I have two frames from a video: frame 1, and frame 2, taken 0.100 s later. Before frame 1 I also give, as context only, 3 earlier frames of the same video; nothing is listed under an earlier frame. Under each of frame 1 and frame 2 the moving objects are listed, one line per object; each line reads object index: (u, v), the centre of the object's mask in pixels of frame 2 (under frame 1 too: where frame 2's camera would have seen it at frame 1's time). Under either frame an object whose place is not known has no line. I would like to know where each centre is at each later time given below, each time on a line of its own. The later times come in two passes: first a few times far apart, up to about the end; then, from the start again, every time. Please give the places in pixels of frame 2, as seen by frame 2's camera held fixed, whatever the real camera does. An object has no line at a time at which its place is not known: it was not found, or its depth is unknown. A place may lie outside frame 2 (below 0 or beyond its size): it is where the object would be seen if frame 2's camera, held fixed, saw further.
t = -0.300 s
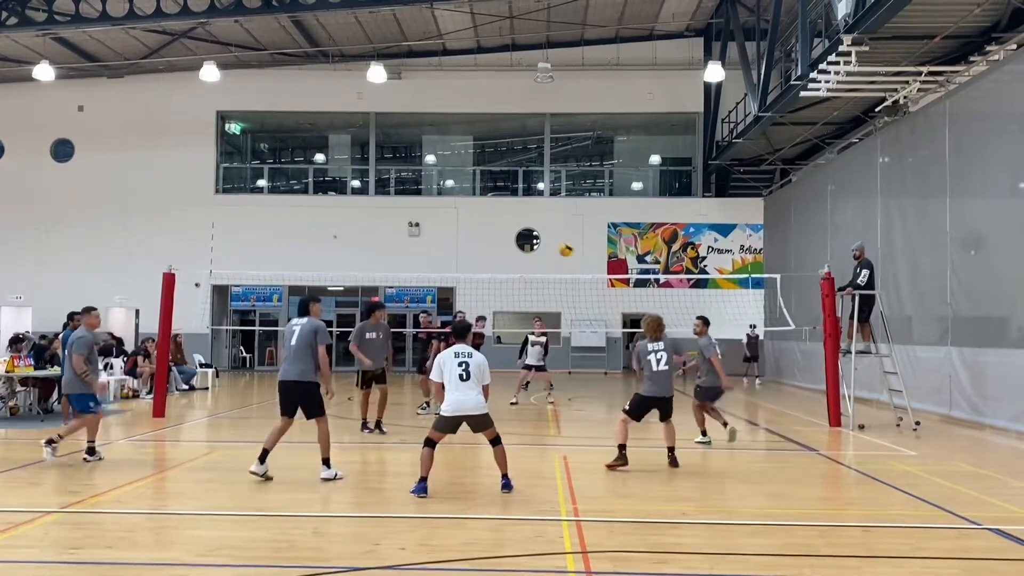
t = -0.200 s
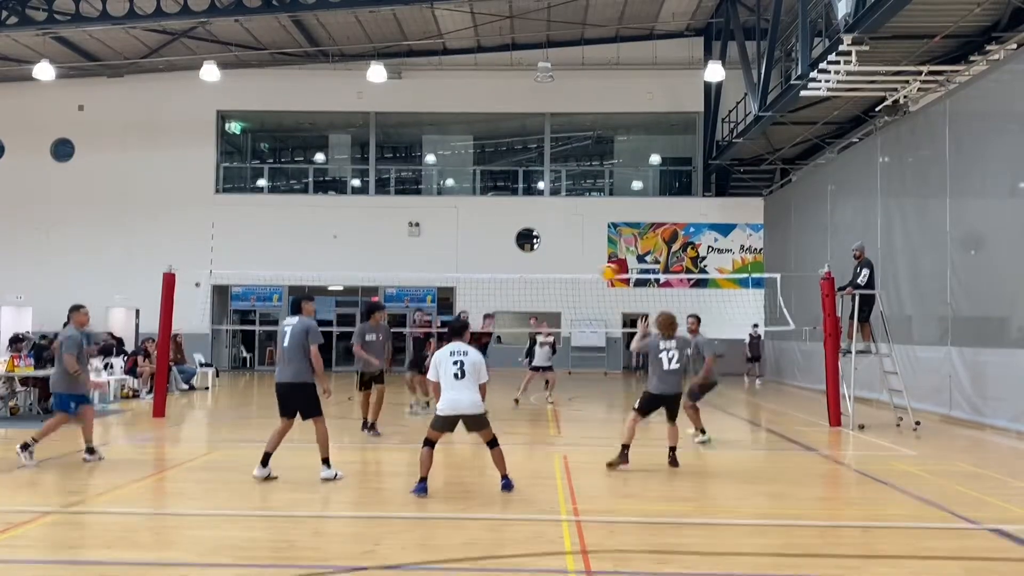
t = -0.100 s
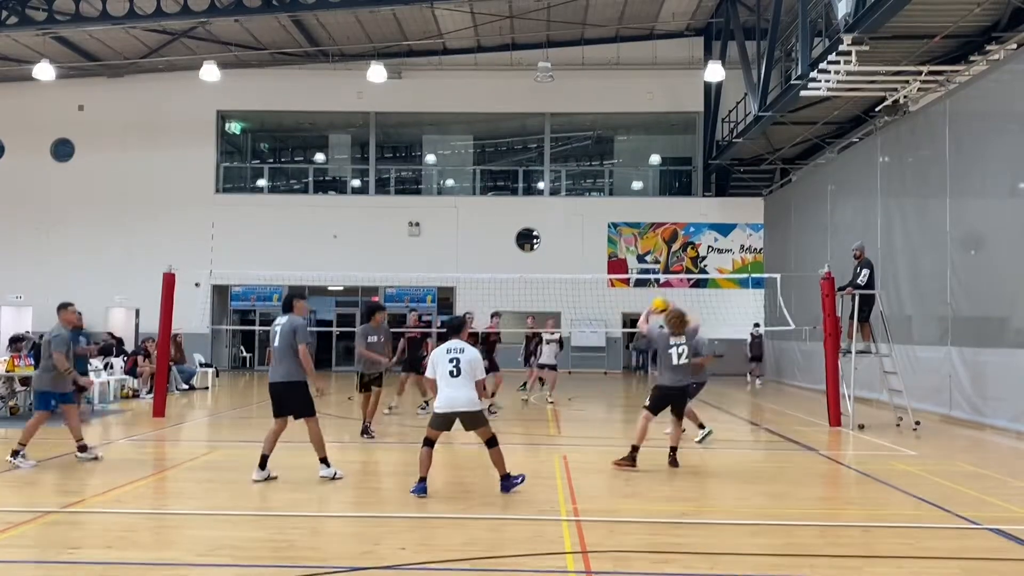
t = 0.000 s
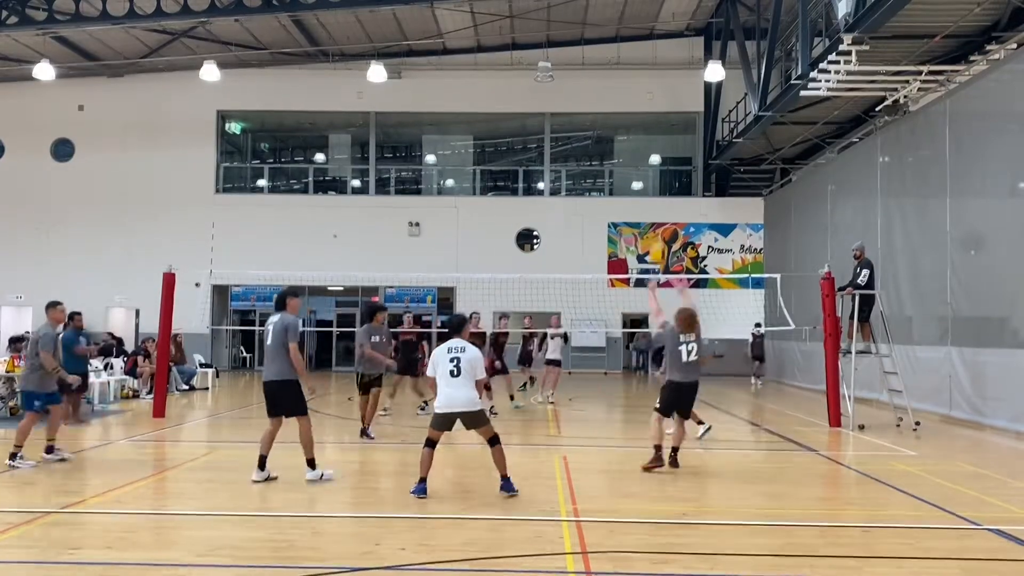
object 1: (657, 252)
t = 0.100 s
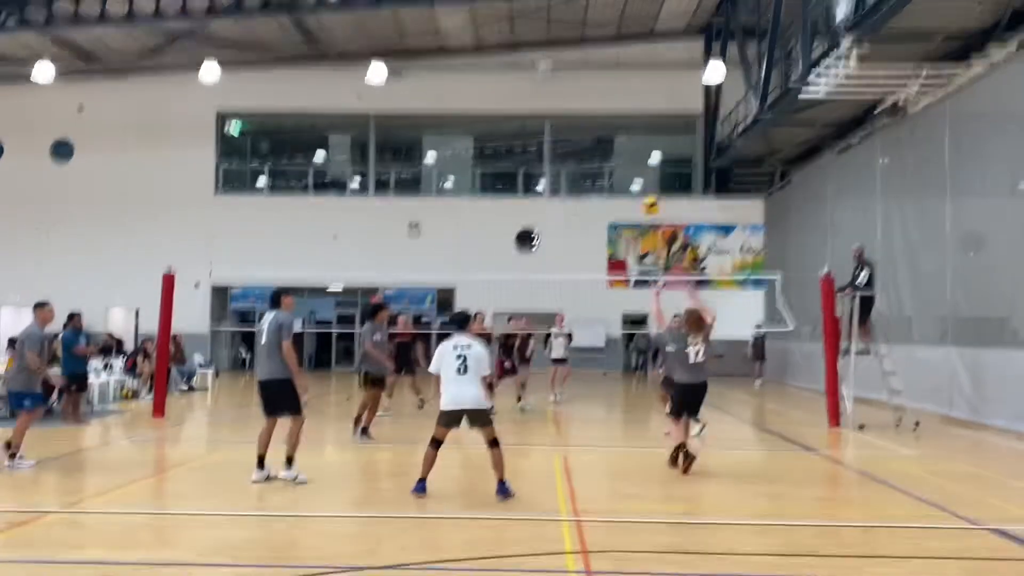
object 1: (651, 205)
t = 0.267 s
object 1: (639, 152)
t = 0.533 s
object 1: (623, 120)
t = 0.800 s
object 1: (610, 137)
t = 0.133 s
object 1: (647, 193)
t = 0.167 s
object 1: (646, 182)
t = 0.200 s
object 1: (643, 171)
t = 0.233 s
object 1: (640, 161)
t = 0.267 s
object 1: (639, 152)
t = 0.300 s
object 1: (637, 145)
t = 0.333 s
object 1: (634, 139)
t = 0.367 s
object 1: (632, 134)
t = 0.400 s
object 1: (631, 129)
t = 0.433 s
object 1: (629, 125)
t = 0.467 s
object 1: (627, 123)
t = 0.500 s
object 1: (625, 121)
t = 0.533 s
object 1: (623, 120)
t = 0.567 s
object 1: (622, 119)
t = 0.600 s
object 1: (620, 120)
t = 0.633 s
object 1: (618, 121)
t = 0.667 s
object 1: (617, 122)
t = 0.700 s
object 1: (615, 126)
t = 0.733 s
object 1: (614, 129)
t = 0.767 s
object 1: (612, 133)
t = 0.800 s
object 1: (610, 137)
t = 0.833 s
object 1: (609, 143)
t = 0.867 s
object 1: (608, 149)
